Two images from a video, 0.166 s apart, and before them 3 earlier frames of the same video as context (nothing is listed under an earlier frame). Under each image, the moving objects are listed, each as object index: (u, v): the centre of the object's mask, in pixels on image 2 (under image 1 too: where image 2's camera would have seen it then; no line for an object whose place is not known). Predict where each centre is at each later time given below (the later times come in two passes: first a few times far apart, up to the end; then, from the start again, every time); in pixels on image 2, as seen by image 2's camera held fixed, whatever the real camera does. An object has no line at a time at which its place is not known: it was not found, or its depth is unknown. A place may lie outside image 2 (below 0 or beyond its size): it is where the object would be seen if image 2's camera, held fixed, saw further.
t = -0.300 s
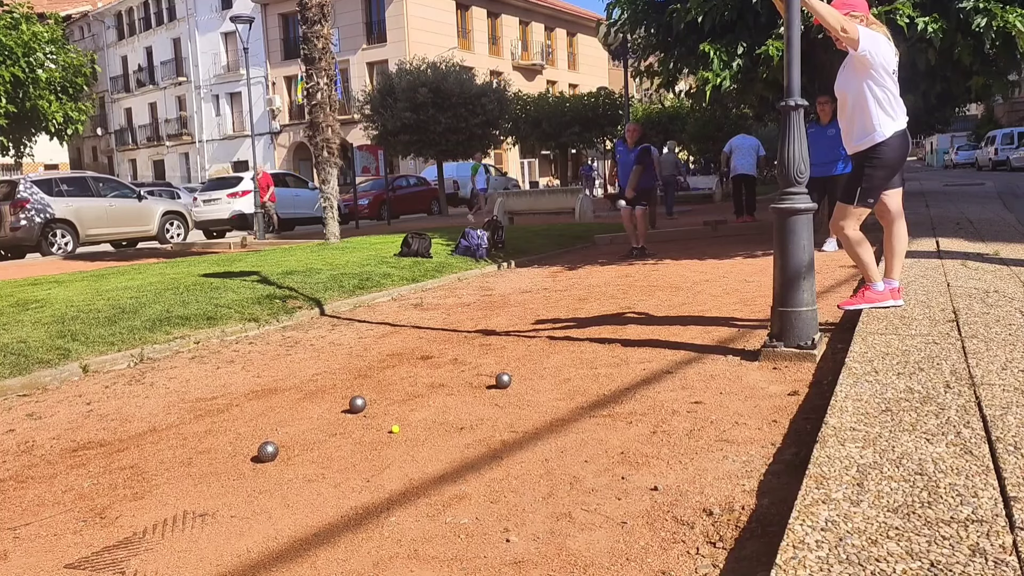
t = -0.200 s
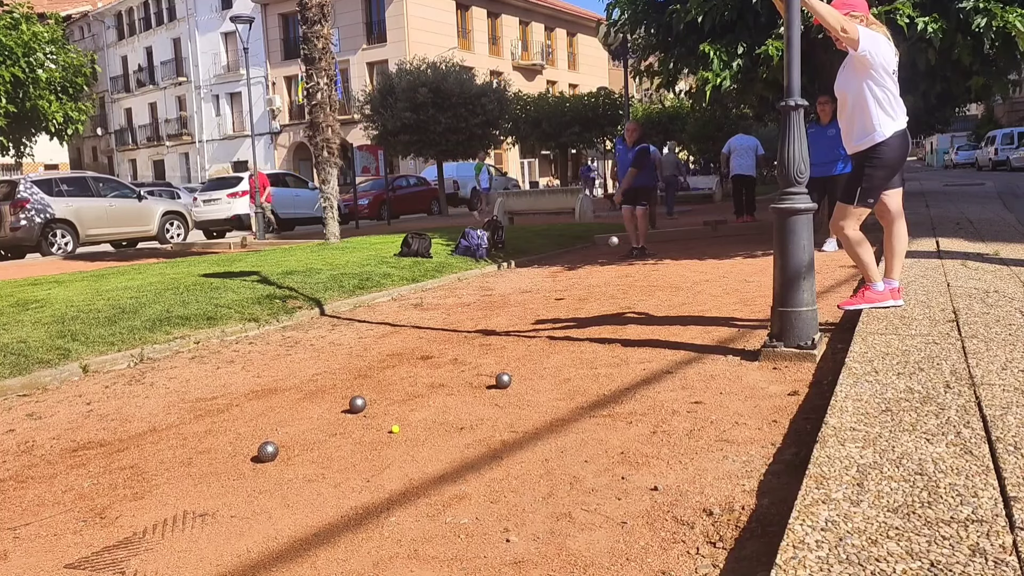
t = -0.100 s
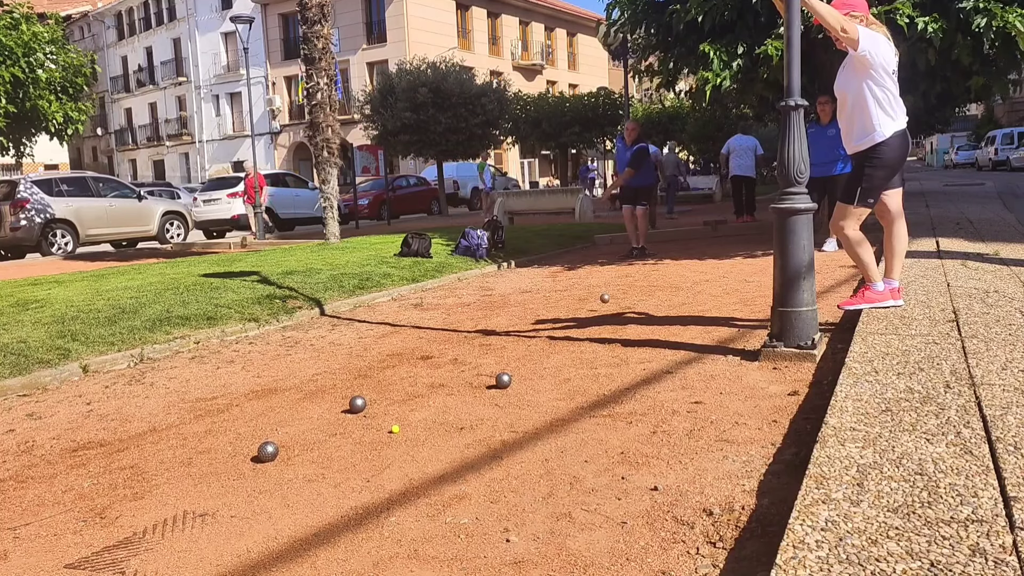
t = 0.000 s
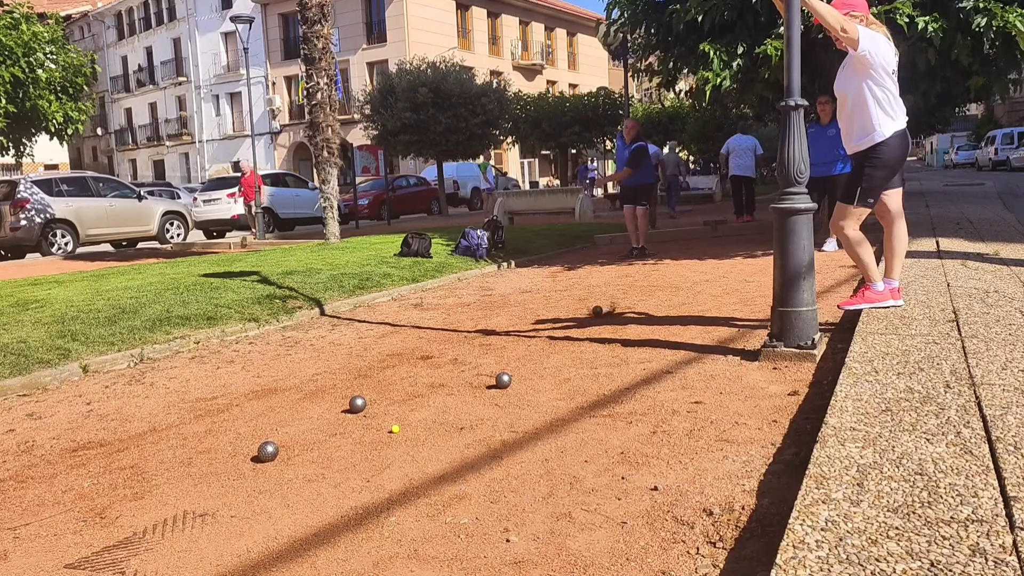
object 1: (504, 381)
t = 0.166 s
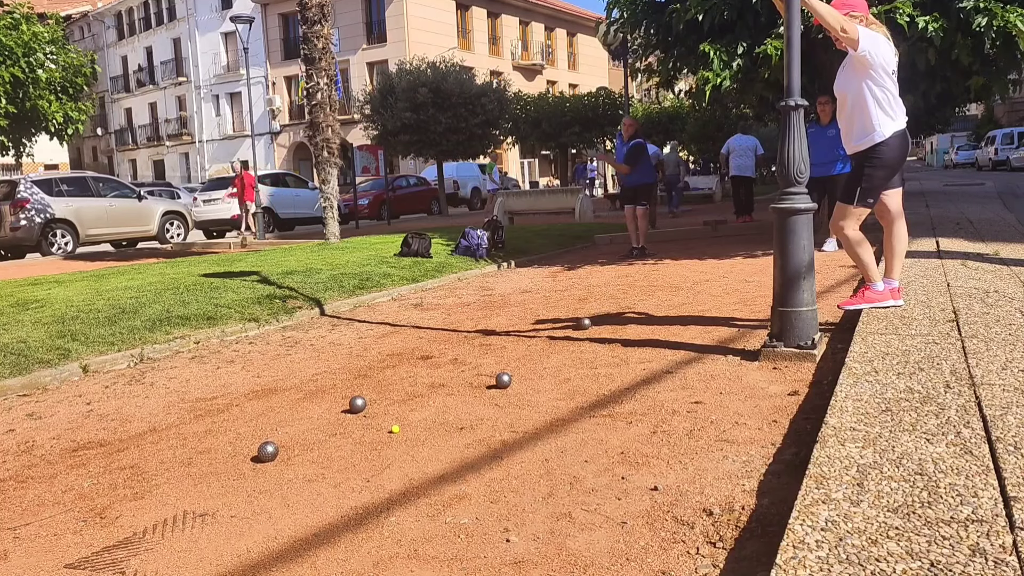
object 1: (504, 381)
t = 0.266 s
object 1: (504, 381)
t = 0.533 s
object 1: (504, 381)
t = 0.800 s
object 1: (503, 381)
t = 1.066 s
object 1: (486, 387)
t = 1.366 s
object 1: (465, 396)
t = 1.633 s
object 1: (447, 401)
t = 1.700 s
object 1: (444, 402)
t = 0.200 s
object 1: (504, 381)
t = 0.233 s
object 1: (504, 381)
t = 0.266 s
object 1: (504, 381)
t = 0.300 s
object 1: (504, 381)
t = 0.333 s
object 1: (504, 381)
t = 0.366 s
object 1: (504, 381)
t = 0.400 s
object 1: (504, 381)
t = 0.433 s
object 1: (504, 381)
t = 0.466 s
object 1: (504, 381)
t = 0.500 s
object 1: (504, 381)
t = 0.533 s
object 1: (504, 381)
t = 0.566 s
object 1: (504, 381)
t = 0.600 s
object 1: (504, 381)
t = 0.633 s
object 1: (503, 381)
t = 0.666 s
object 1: (503, 381)
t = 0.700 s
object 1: (503, 381)
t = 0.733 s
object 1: (503, 381)
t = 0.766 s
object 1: (503, 381)
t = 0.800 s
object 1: (503, 381)
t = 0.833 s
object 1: (503, 381)
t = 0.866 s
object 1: (503, 381)
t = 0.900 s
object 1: (503, 381)
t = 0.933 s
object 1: (502, 381)
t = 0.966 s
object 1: (495, 384)
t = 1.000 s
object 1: (493, 384)
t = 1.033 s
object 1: (487, 386)
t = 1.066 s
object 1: (486, 387)
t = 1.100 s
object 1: (483, 388)
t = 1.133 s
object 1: (480, 389)
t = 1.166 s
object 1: (478, 390)
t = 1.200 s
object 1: (476, 391)
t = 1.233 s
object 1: (474, 392)
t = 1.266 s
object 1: (472, 393)
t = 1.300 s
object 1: (470, 393)
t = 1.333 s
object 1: (467, 395)
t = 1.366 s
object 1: (465, 396)
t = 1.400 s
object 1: (464, 397)
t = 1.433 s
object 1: (461, 397)
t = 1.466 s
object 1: (459, 398)
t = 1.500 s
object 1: (457, 399)
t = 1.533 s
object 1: (454, 399)
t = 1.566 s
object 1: (452, 400)
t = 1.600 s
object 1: (450, 400)
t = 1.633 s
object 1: (447, 401)
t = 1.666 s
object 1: (445, 402)
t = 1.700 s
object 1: (444, 402)
